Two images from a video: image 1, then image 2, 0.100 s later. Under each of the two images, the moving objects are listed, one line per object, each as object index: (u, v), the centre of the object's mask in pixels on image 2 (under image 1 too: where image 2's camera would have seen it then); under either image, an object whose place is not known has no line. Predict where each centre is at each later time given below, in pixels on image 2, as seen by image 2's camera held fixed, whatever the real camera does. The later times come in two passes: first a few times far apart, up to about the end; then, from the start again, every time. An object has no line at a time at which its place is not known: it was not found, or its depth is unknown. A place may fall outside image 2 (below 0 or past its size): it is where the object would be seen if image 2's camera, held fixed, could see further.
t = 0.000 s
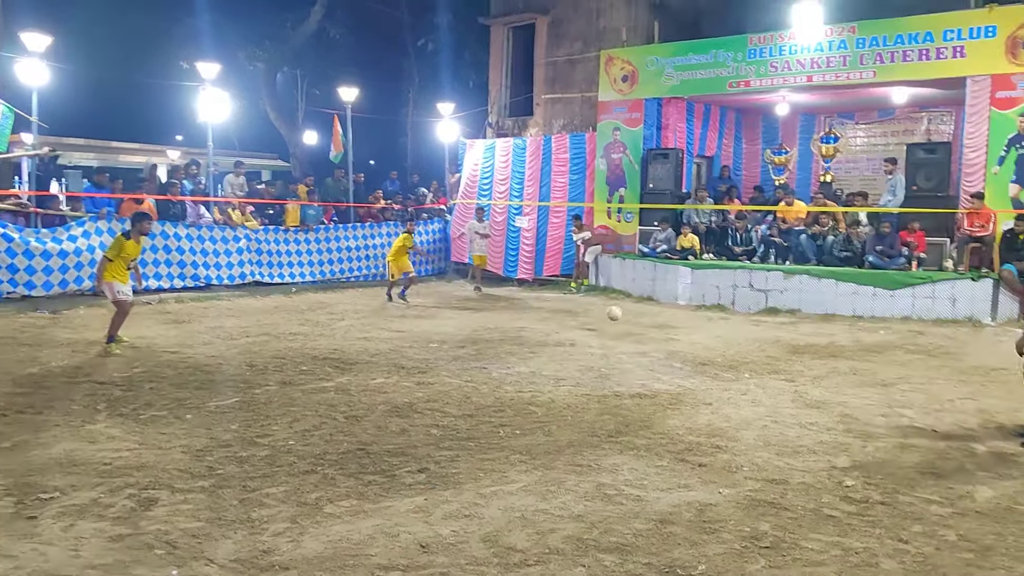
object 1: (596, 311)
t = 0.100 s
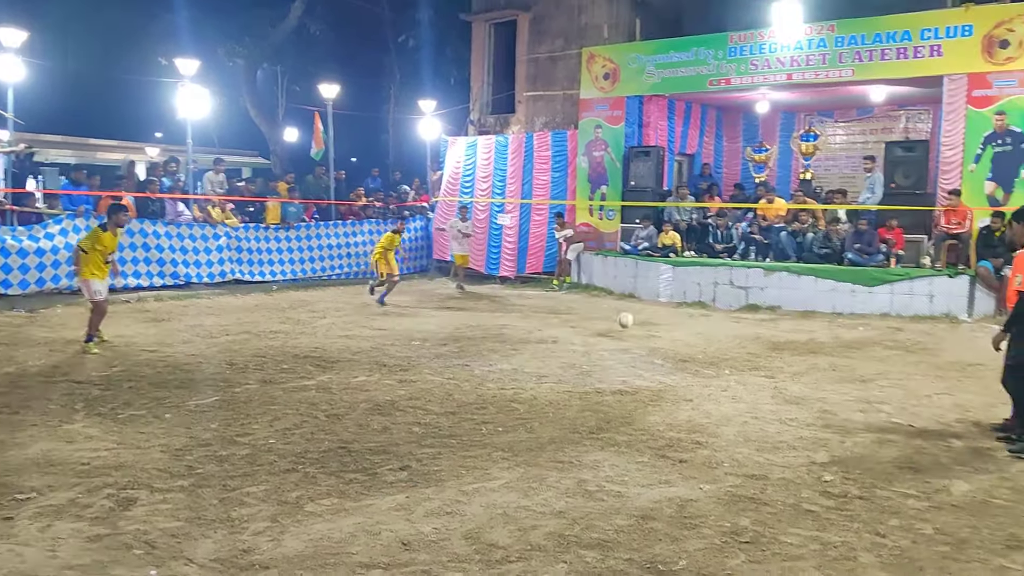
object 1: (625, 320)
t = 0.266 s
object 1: (683, 335)
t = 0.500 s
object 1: (785, 368)
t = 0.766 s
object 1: (931, 342)
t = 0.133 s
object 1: (636, 325)
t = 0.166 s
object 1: (647, 331)
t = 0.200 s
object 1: (658, 335)
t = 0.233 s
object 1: (670, 334)
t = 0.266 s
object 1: (683, 335)
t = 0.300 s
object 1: (695, 335)
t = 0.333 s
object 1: (710, 338)
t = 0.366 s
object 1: (723, 342)
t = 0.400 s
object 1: (738, 346)
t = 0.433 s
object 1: (754, 352)
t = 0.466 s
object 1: (769, 360)
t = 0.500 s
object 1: (785, 368)
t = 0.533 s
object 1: (801, 365)
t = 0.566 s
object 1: (817, 357)
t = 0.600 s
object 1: (835, 352)
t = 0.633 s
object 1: (852, 349)
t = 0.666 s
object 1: (871, 345)
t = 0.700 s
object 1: (890, 343)
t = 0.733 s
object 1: (909, 343)
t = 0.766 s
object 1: (931, 342)
